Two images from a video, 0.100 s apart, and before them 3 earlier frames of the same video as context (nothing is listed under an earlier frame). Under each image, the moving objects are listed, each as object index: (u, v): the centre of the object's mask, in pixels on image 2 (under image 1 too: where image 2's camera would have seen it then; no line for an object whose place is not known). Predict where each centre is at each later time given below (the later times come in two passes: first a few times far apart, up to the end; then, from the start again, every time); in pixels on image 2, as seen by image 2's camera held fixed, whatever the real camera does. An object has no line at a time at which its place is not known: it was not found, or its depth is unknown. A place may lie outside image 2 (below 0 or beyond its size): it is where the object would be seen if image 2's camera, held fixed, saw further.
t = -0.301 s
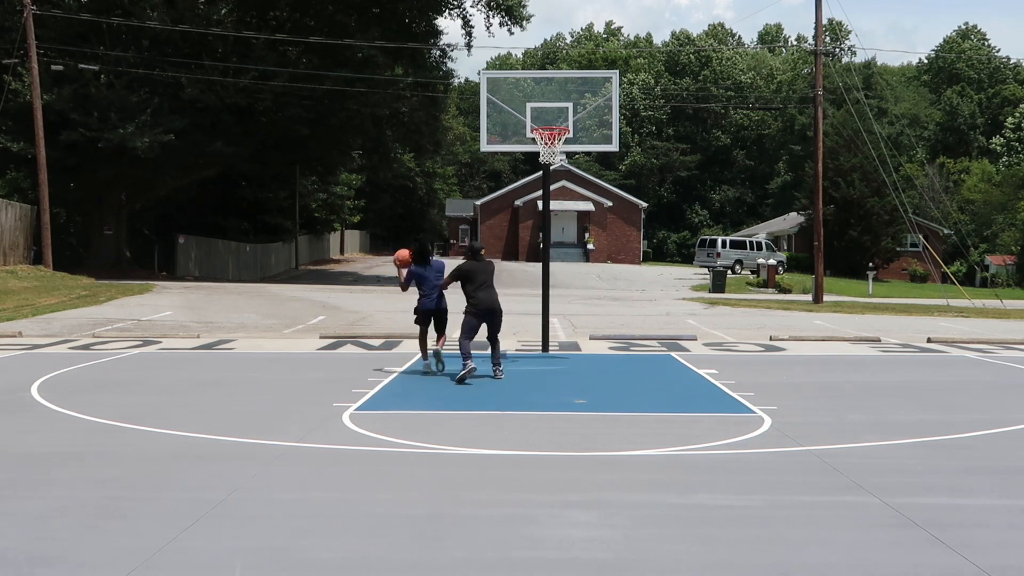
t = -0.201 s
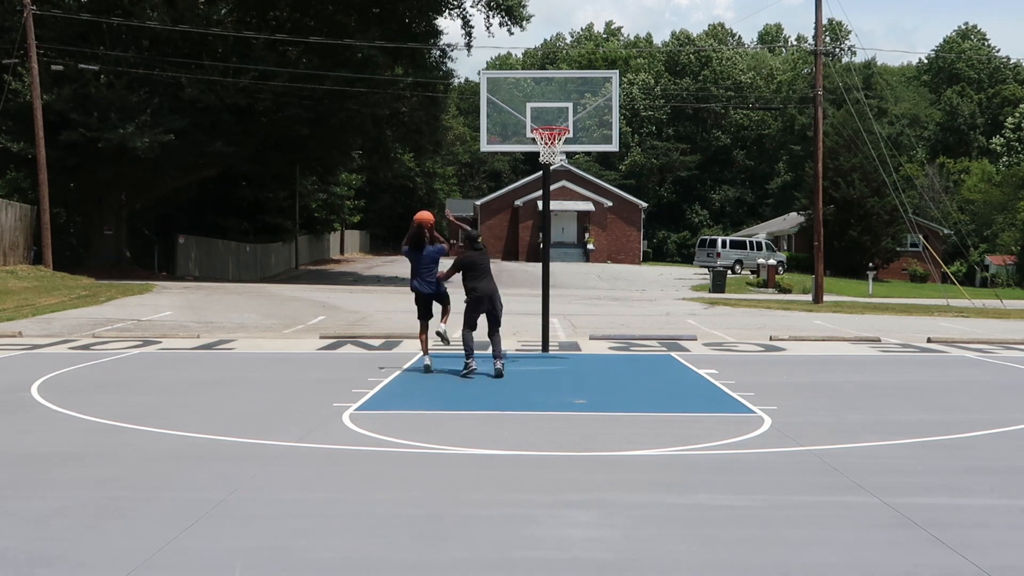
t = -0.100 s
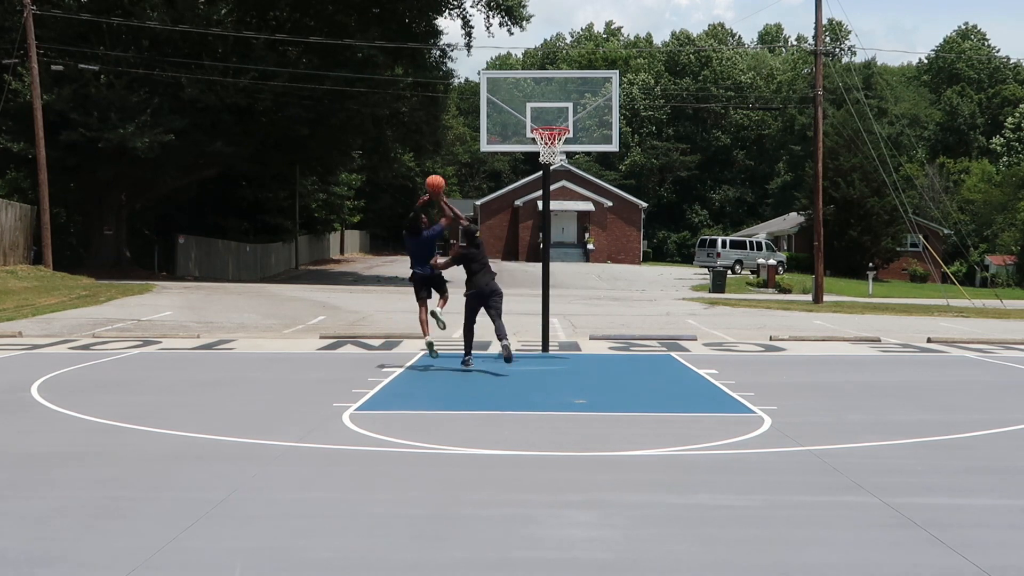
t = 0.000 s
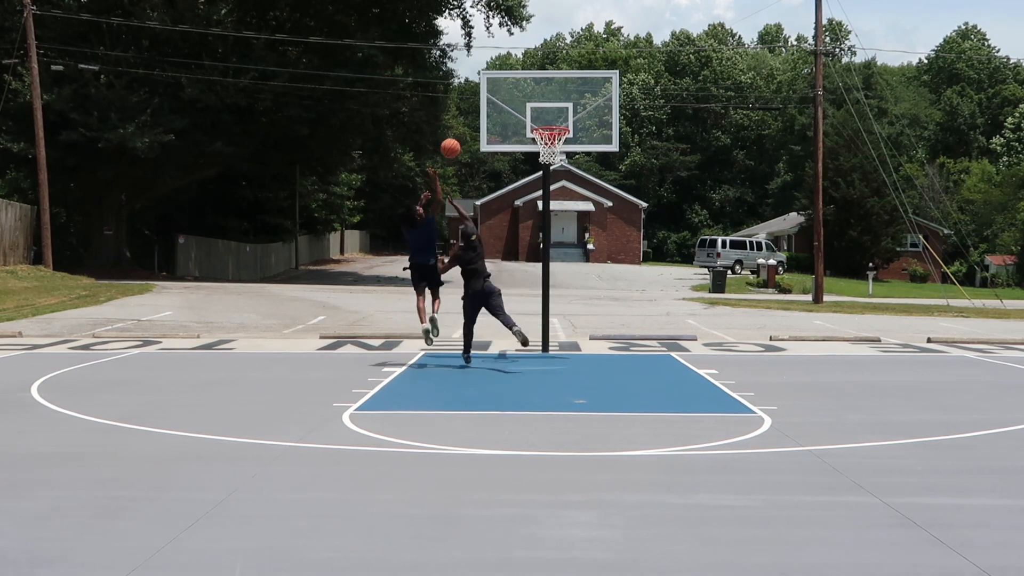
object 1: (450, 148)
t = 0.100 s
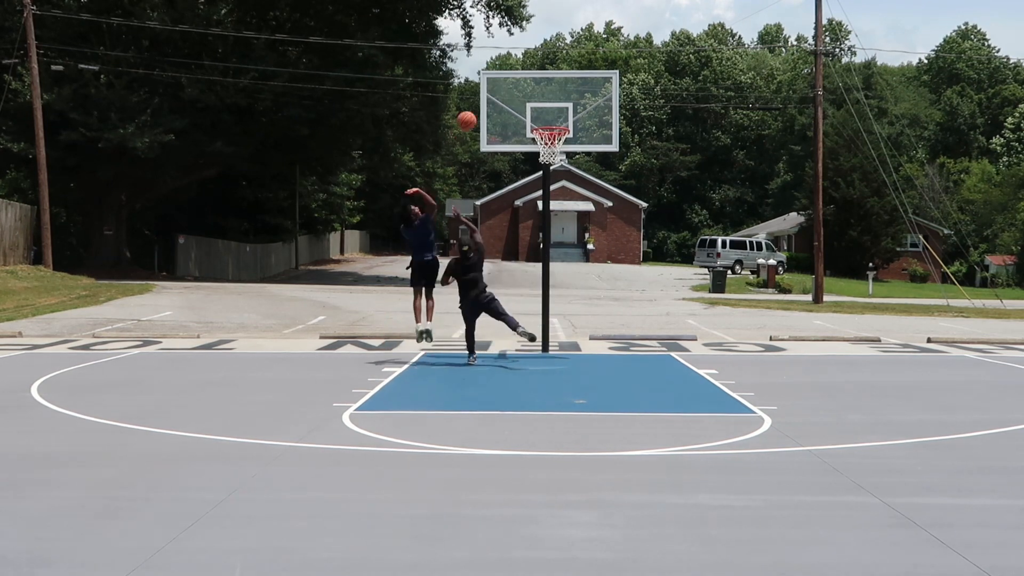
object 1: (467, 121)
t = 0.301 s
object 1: (498, 91)
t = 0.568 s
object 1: (520, 93)
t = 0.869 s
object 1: (521, 124)
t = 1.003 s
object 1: (511, 139)
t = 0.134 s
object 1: (472, 114)
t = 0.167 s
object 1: (477, 107)
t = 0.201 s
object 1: (483, 102)
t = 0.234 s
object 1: (488, 97)
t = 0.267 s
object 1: (493, 94)
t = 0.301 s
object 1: (498, 91)
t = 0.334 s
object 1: (502, 89)
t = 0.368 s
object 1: (507, 89)
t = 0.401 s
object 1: (509, 88)
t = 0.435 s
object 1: (511, 87)
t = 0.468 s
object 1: (513, 87)
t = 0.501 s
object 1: (515, 88)
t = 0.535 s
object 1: (518, 90)
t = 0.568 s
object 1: (520, 93)
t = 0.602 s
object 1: (522, 96)
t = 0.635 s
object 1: (524, 101)
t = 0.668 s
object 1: (526, 107)
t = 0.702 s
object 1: (528, 113)
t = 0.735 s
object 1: (530, 121)
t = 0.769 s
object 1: (529, 121)
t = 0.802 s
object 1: (526, 121)
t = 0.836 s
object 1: (524, 122)
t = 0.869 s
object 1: (521, 124)
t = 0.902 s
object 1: (519, 126)
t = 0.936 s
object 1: (516, 130)
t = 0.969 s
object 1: (513, 134)
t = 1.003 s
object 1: (511, 139)
